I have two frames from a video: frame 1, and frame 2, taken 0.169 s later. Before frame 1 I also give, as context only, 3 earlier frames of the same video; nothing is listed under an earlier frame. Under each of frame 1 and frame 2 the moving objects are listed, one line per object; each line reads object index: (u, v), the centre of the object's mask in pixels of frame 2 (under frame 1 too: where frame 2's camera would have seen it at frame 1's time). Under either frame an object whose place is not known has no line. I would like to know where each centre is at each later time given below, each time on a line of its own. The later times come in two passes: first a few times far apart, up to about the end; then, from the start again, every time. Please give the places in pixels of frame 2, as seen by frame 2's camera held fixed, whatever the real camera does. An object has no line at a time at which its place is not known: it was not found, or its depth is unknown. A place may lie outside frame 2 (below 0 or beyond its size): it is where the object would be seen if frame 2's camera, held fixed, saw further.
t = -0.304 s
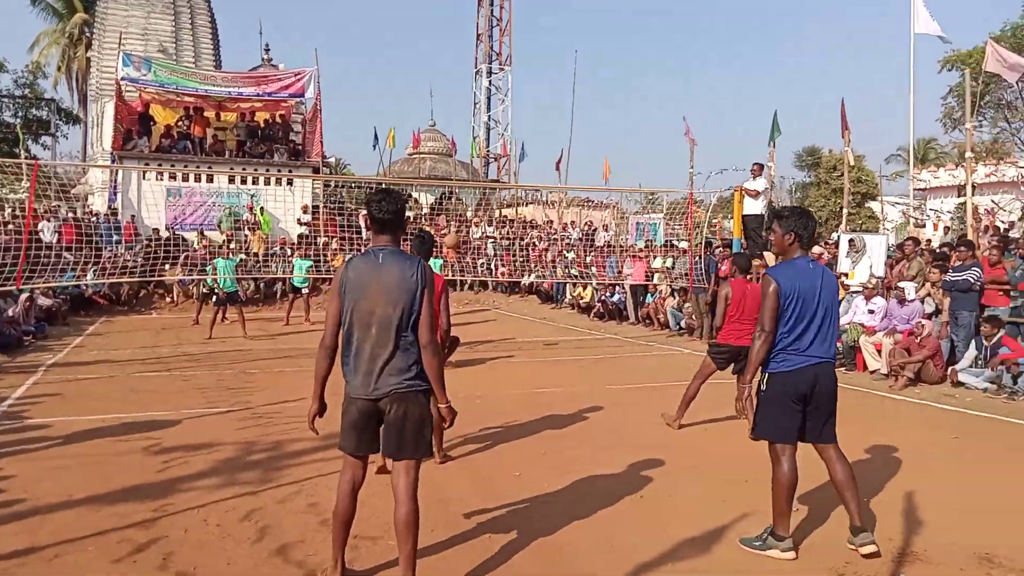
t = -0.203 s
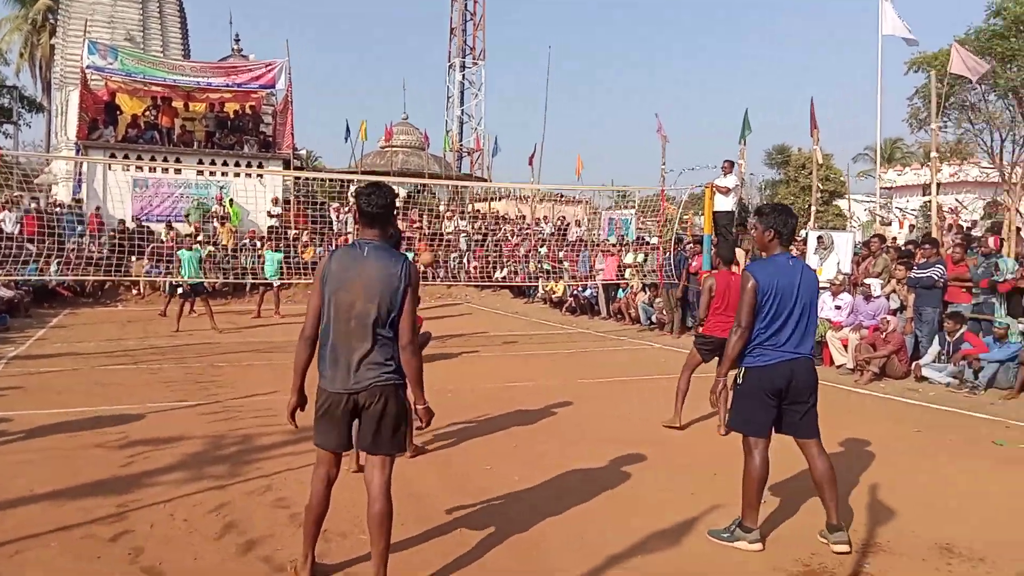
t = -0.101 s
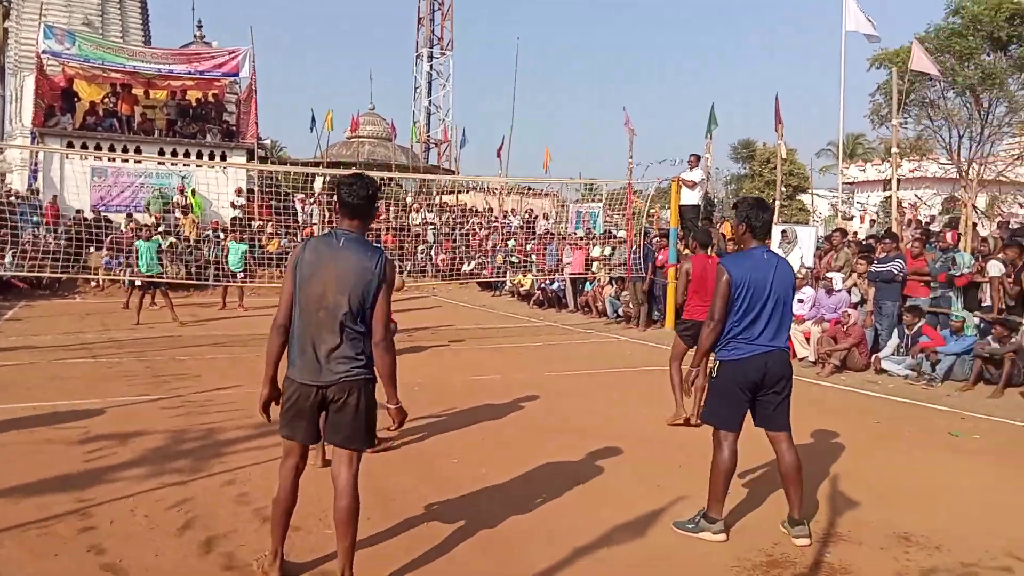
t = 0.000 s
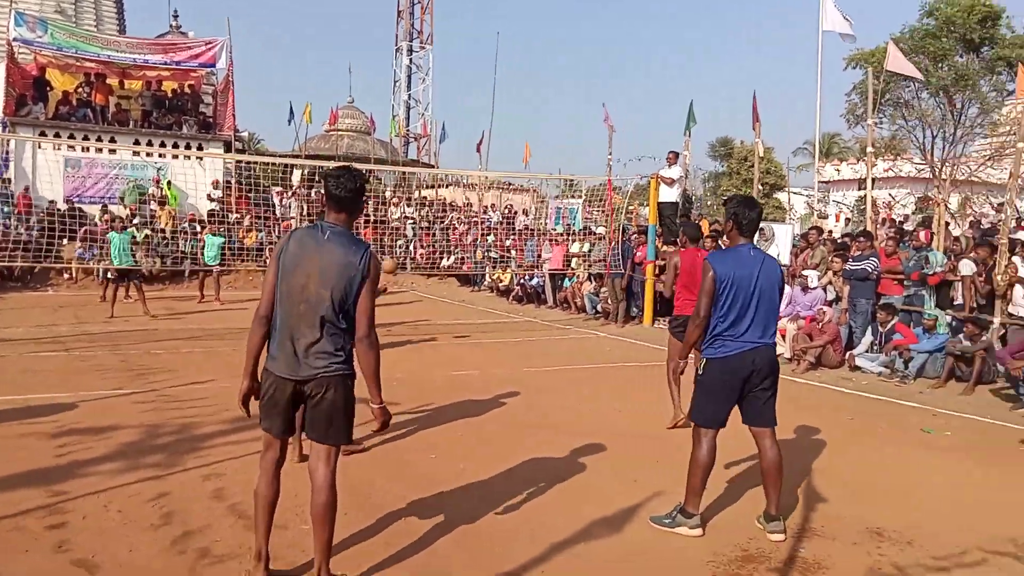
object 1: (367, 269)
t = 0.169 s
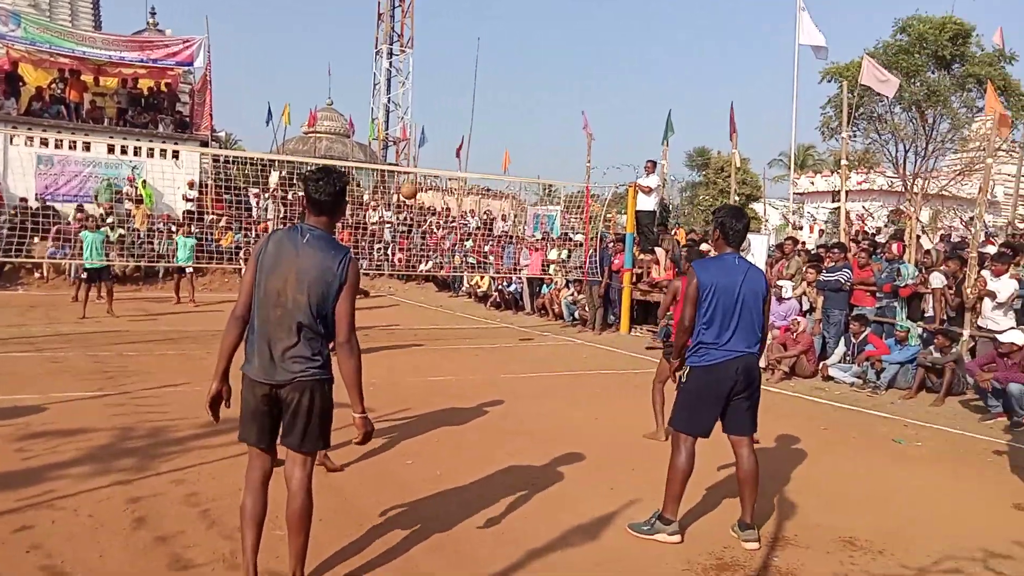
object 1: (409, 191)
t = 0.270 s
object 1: (435, 149)
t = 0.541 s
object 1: (516, 68)
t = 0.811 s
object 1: (614, 44)
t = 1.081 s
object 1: (736, 102)
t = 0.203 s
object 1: (417, 177)
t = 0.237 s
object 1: (426, 163)
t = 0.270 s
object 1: (435, 149)
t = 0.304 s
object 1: (445, 136)
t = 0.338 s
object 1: (454, 124)
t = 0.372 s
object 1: (464, 113)
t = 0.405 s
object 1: (474, 102)
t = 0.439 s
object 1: (484, 93)
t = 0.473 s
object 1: (494, 84)
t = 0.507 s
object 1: (505, 76)
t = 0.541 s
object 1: (516, 68)
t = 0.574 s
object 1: (527, 61)
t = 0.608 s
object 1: (539, 55)
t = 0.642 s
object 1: (550, 51)
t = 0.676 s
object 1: (563, 47)
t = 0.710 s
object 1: (576, 45)
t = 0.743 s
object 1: (588, 43)
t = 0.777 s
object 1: (601, 43)
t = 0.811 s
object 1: (614, 44)
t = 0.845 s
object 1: (628, 45)
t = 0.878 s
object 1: (643, 48)
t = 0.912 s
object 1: (657, 53)
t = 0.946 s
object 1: (672, 60)
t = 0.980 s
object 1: (688, 67)
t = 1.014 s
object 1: (704, 77)
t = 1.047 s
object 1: (720, 89)
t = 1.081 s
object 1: (736, 102)
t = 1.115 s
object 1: (753, 116)
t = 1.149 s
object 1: (771, 132)
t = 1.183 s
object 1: (788, 151)
